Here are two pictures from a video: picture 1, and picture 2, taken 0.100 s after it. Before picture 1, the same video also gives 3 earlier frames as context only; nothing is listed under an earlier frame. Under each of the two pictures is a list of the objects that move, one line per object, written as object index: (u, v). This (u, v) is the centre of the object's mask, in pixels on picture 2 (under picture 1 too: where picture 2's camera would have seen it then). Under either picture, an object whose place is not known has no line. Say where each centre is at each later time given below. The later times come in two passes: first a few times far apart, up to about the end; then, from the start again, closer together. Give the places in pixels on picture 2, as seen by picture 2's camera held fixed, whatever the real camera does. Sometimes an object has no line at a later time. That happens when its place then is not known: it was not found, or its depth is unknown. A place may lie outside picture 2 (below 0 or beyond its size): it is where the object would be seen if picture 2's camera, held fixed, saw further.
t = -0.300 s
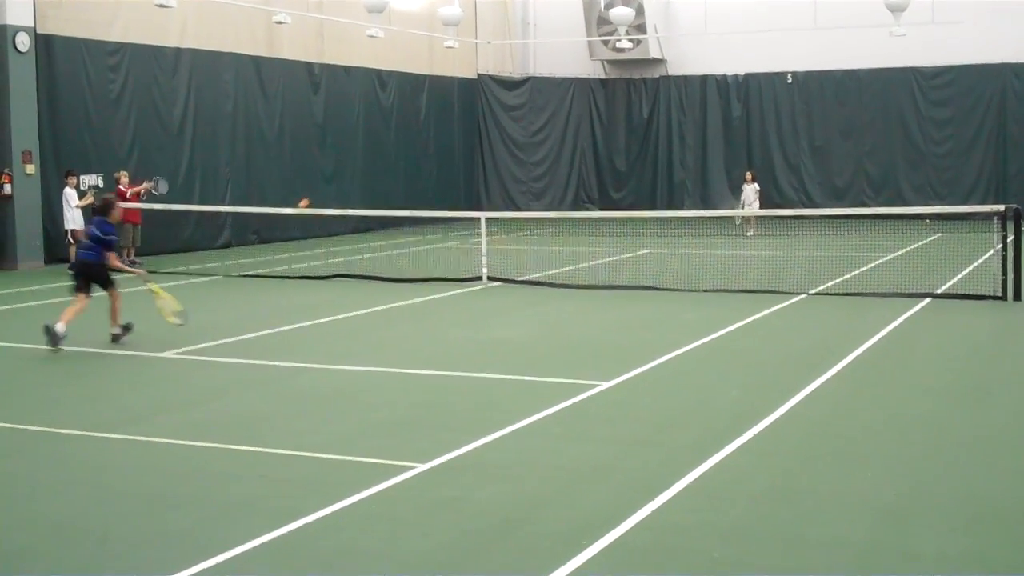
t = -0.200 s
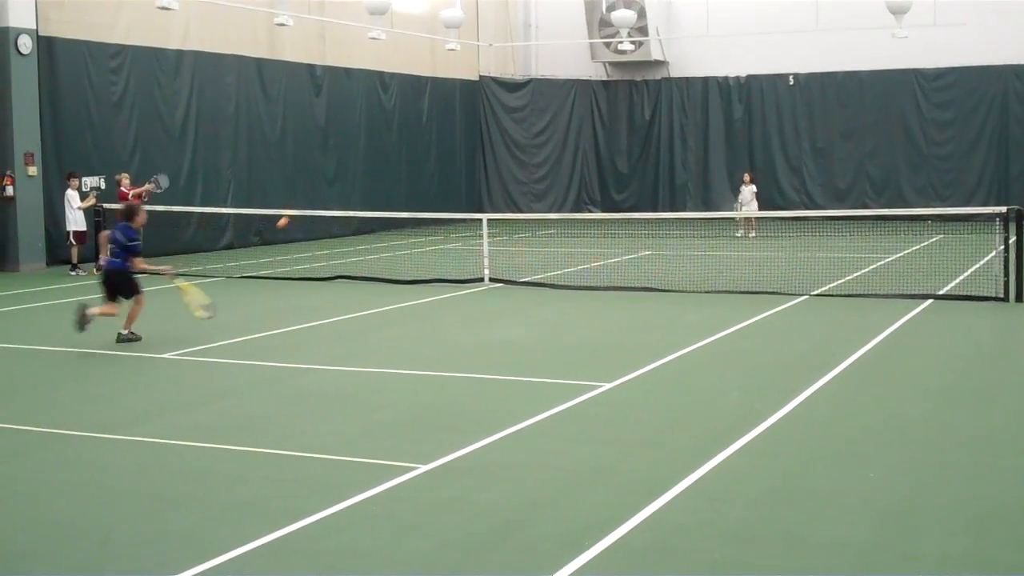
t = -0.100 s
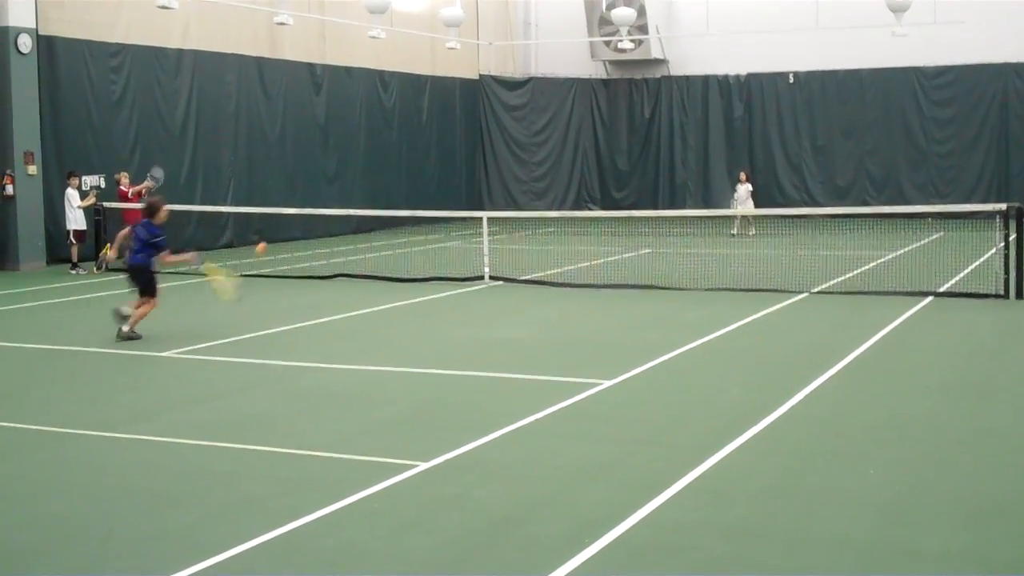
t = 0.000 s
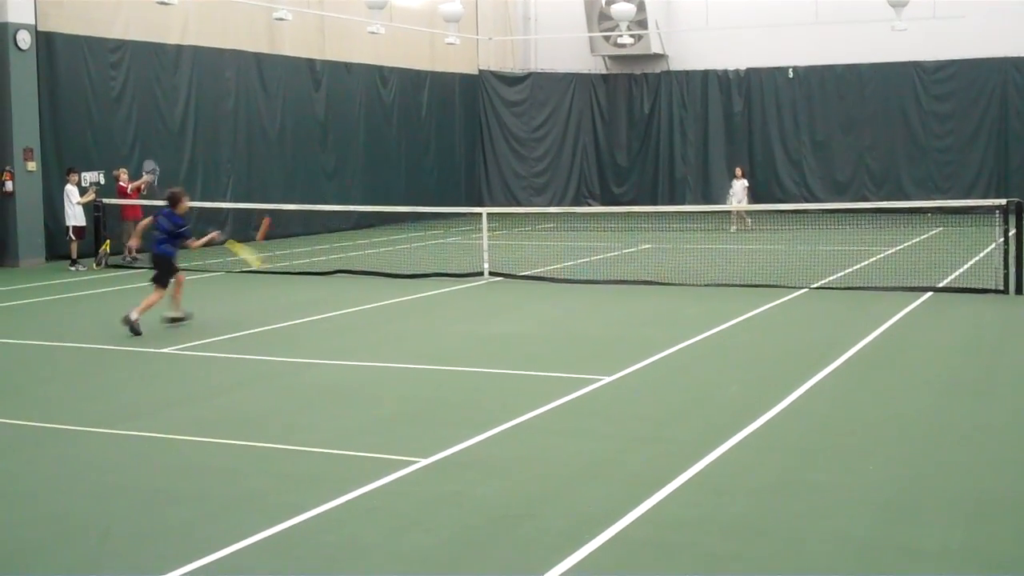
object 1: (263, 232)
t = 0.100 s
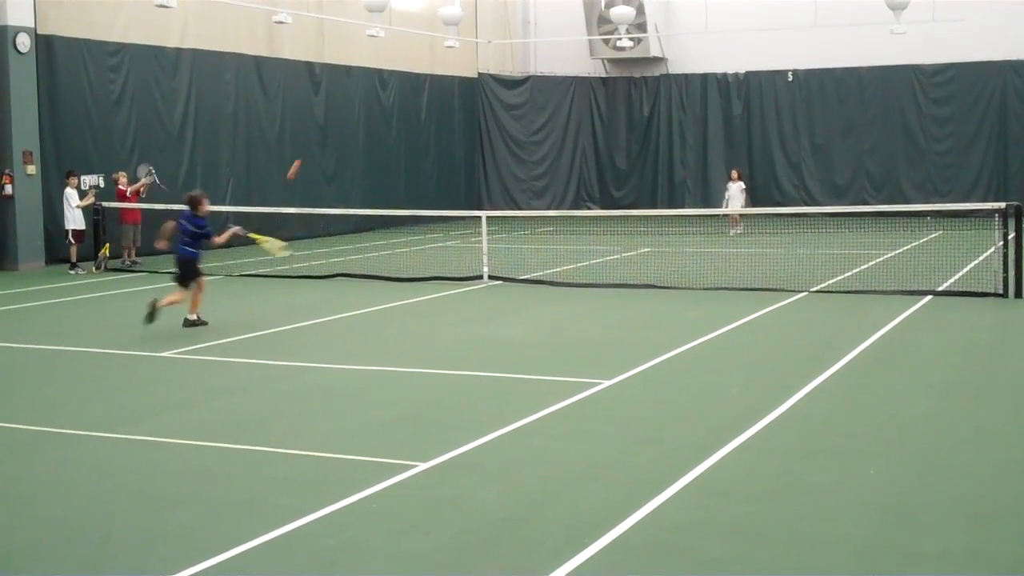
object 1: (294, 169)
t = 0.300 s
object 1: (348, 85)
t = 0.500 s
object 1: (393, 46)
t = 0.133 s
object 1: (303, 151)
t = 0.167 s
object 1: (313, 136)
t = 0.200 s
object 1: (322, 120)
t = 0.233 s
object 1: (331, 107)
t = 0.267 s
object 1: (340, 95)
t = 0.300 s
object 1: (348, 85)
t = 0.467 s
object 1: (387, 48)
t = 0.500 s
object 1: (393, 46)
